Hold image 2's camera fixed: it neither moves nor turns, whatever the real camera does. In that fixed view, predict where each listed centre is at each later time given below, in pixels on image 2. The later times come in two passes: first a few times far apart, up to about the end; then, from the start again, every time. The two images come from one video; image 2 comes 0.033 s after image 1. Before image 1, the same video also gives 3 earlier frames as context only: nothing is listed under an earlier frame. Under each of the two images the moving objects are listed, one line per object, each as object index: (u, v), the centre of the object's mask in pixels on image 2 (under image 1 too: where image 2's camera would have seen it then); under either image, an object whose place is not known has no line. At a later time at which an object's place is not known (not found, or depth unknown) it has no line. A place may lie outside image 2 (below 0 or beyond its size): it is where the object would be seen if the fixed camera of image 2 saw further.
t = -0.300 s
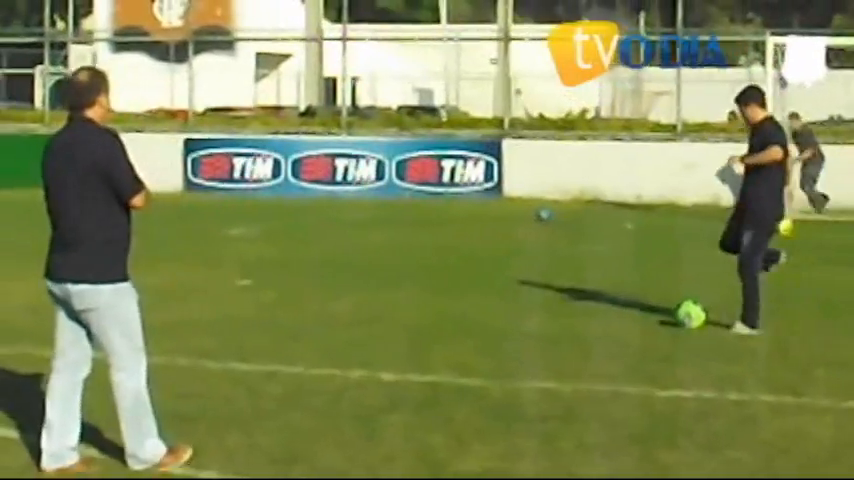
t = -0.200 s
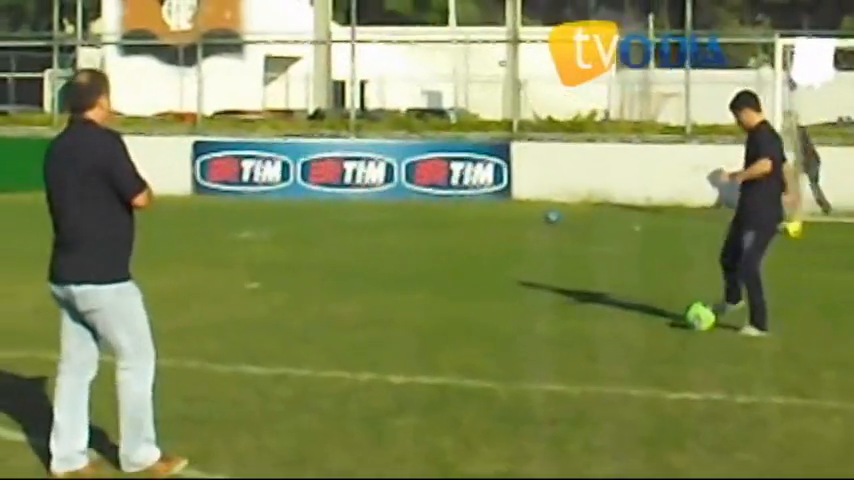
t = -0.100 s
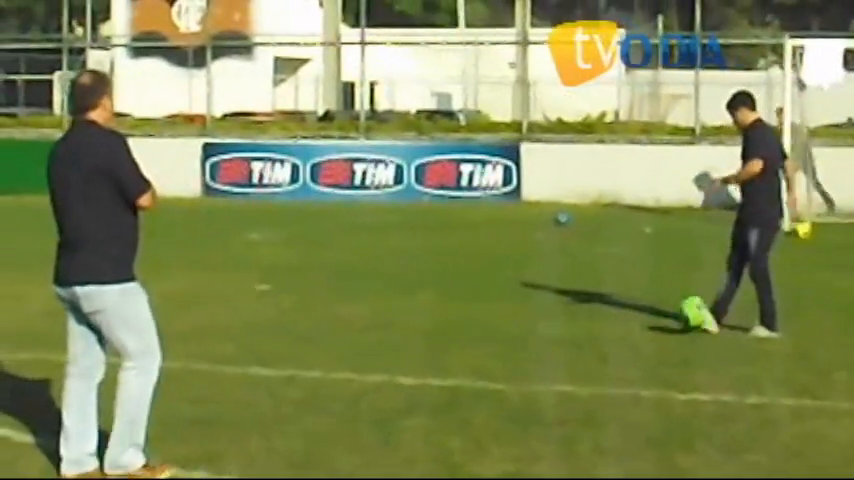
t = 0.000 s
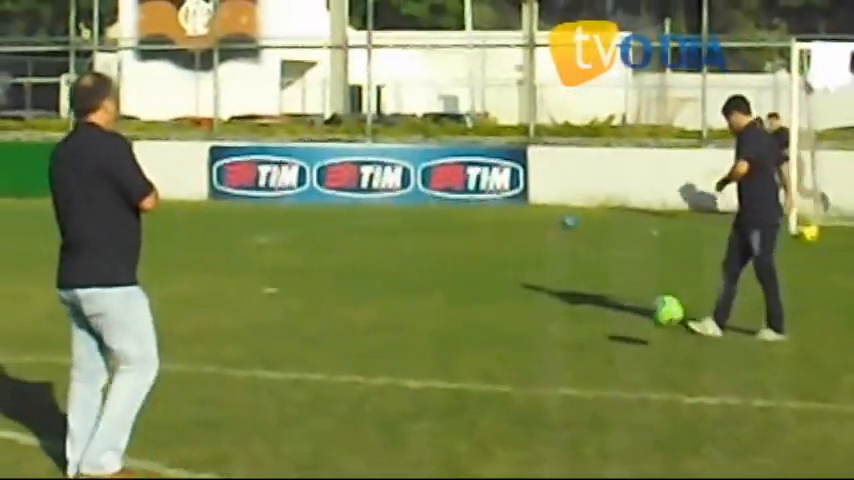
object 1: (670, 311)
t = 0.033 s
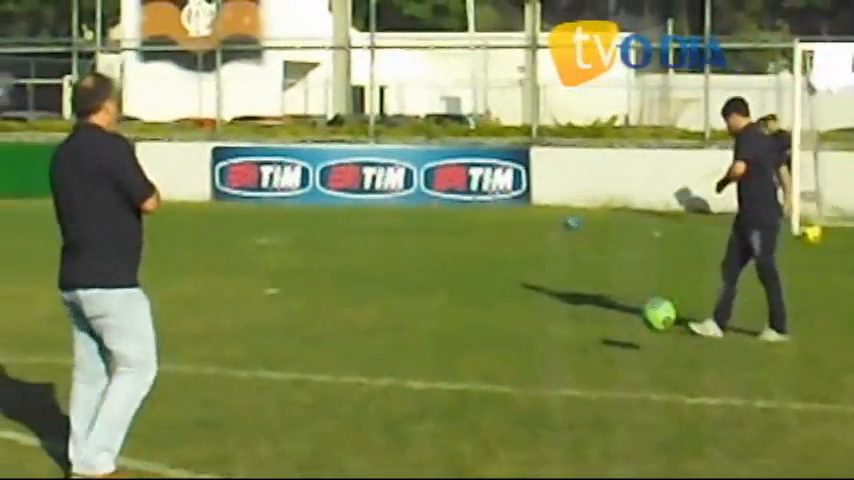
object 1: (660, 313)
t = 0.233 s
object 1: (587, 364)
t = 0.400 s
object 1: (539, 363)
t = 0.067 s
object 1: (647, 317)
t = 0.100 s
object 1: (635, 323)
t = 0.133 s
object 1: (624, 331)
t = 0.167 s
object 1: (612, 341)
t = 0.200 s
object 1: (599, 352)
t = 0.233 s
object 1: (587, 364)
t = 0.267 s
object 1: (575, 363)
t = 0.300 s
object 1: (566, 361)
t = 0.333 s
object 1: (557, 359)
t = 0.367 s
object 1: (549, 359)
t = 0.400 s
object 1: (539, 363)
